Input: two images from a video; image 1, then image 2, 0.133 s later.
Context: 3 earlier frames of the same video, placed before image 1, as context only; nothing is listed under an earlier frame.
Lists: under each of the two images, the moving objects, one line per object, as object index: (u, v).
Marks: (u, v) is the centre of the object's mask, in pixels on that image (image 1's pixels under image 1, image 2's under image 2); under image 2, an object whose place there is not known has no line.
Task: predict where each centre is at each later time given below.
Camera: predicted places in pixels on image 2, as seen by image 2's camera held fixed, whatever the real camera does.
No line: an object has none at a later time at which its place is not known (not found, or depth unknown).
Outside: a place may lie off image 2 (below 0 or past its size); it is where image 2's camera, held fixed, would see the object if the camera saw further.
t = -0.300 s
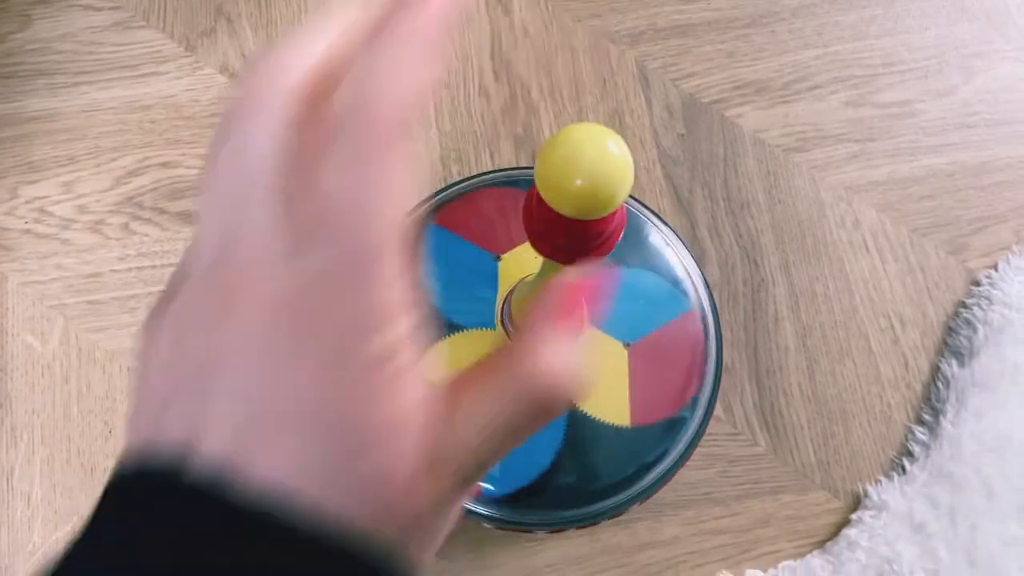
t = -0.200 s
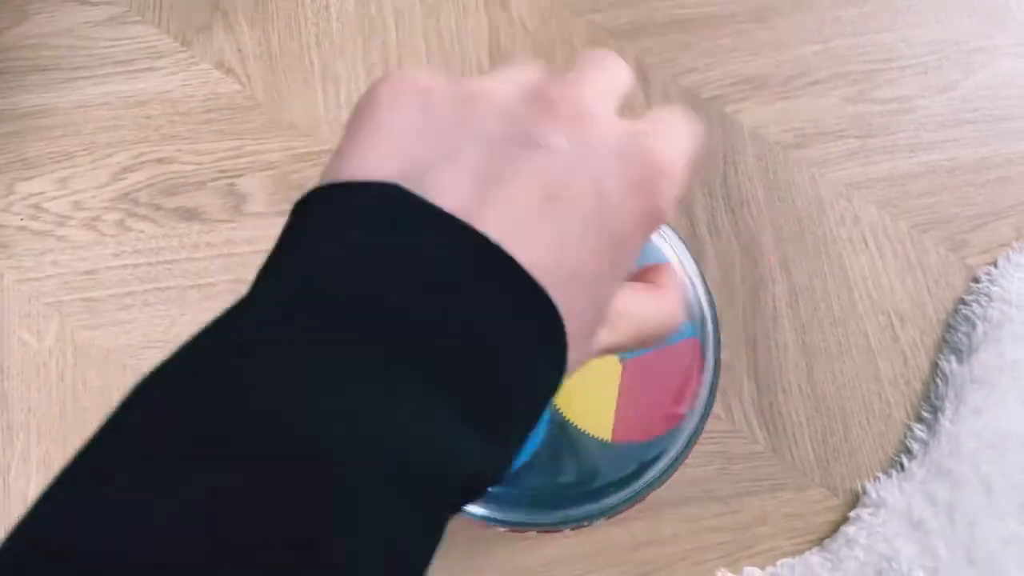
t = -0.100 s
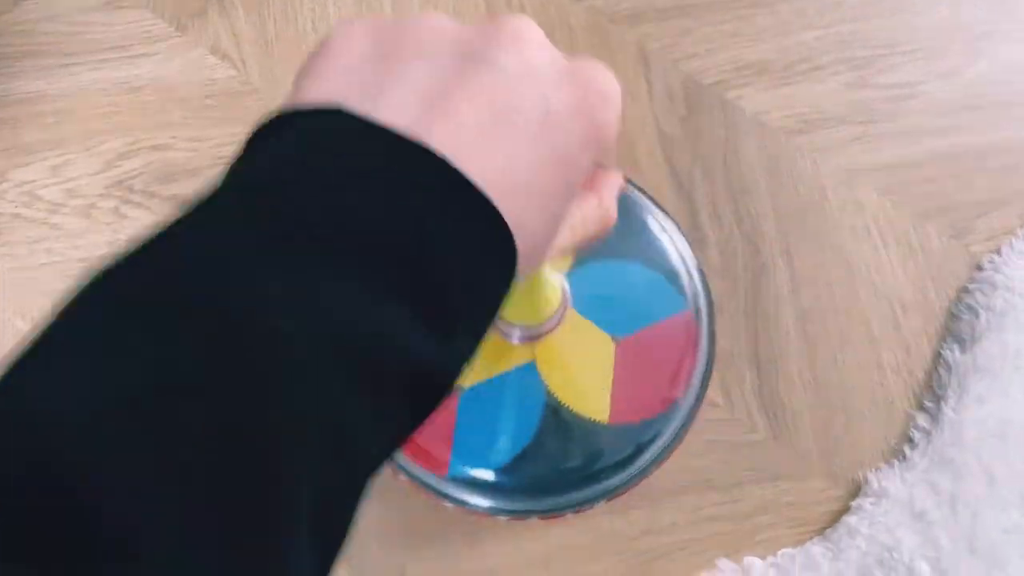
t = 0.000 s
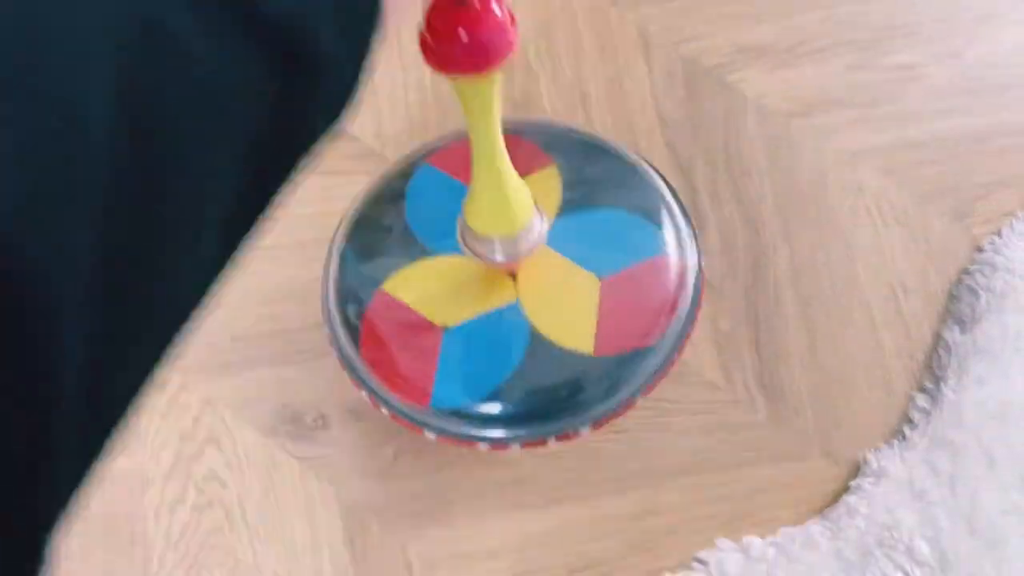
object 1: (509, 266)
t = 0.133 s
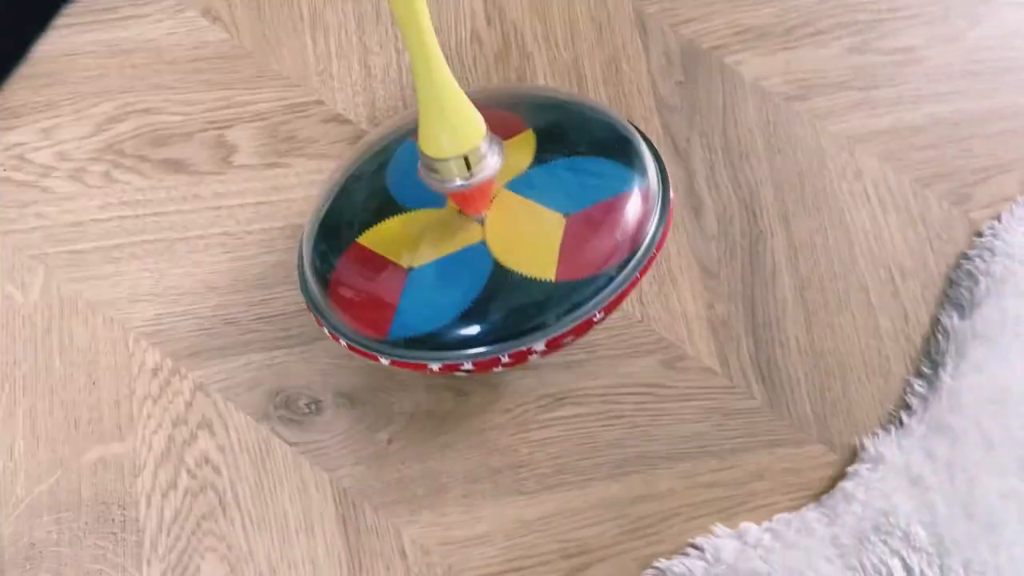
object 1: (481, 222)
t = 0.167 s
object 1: (478, 217)
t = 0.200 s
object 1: (471, 214)
